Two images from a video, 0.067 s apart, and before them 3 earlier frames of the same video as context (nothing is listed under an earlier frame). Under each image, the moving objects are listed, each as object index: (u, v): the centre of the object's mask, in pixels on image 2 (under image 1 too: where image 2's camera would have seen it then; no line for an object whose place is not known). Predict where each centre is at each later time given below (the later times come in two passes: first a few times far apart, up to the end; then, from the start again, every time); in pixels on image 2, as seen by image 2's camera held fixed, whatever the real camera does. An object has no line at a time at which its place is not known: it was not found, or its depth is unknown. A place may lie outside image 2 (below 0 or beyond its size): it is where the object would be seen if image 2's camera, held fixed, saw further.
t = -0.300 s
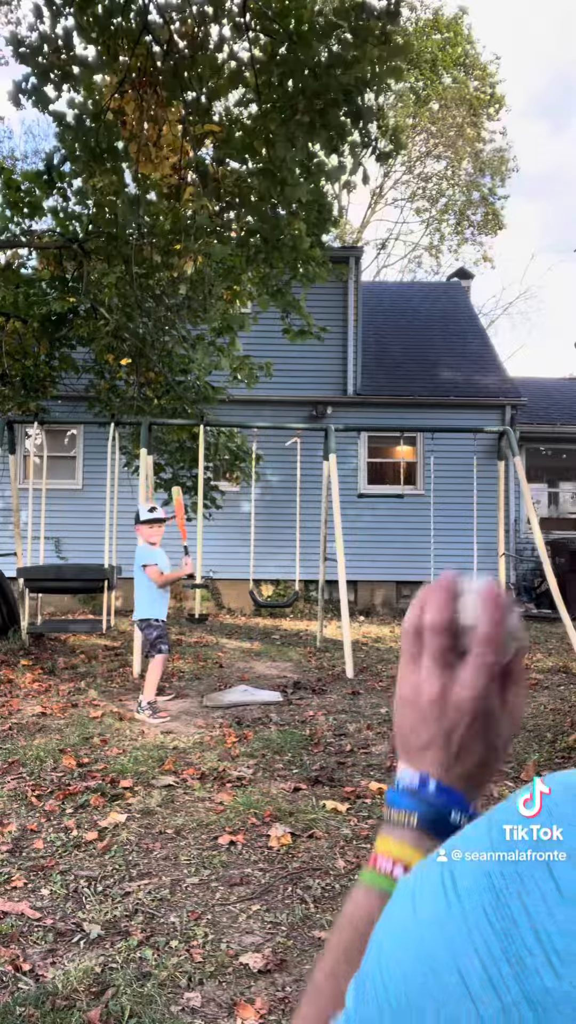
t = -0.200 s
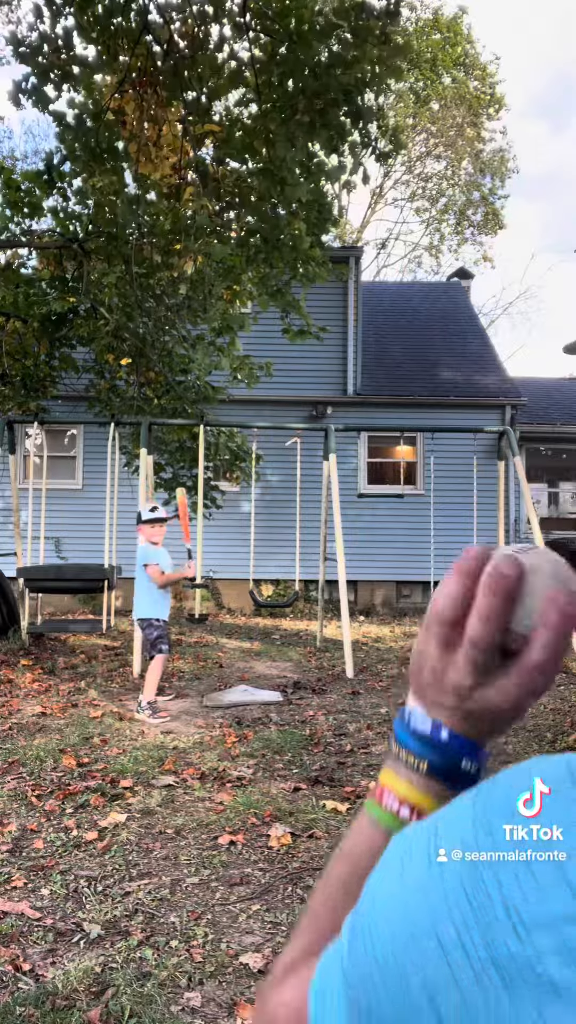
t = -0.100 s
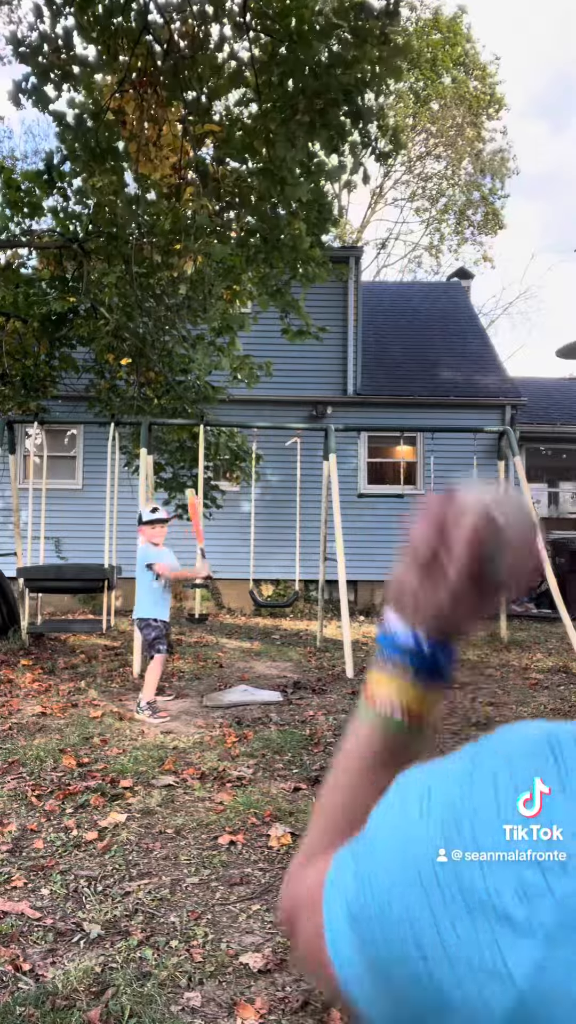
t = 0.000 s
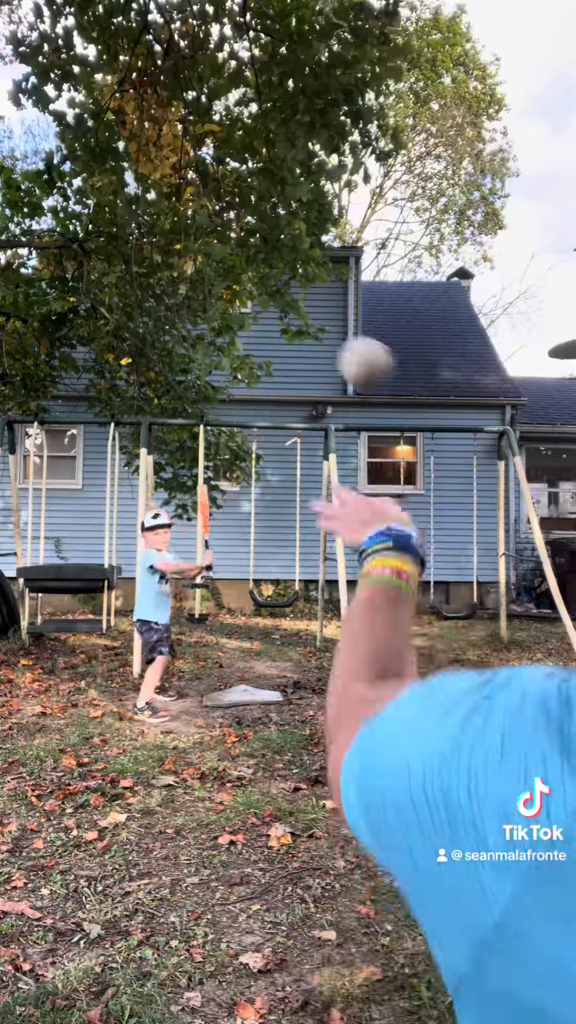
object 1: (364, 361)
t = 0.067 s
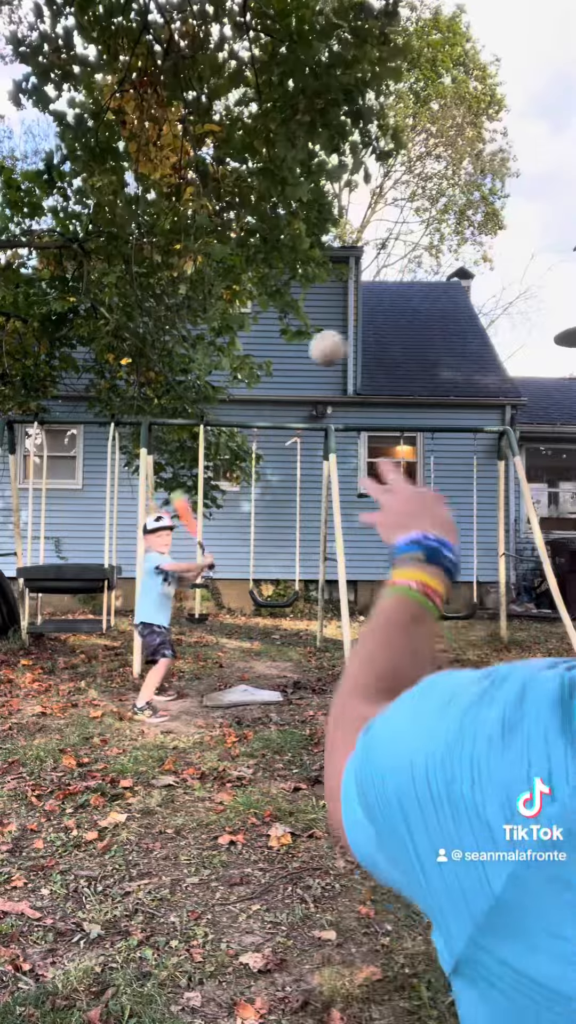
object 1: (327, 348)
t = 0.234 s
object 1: (288, 385)
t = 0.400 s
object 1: (270, 457)
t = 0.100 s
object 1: (316, 350)
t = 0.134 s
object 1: (307, 356)
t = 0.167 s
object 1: (300, 364)
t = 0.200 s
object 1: (294, 374)
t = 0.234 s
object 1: (288, 385)
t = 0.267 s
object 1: (283, 399)
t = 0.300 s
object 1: (280, 412)
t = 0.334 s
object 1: (277, 427)
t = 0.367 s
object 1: (274, 441)
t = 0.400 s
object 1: (270, 457)
